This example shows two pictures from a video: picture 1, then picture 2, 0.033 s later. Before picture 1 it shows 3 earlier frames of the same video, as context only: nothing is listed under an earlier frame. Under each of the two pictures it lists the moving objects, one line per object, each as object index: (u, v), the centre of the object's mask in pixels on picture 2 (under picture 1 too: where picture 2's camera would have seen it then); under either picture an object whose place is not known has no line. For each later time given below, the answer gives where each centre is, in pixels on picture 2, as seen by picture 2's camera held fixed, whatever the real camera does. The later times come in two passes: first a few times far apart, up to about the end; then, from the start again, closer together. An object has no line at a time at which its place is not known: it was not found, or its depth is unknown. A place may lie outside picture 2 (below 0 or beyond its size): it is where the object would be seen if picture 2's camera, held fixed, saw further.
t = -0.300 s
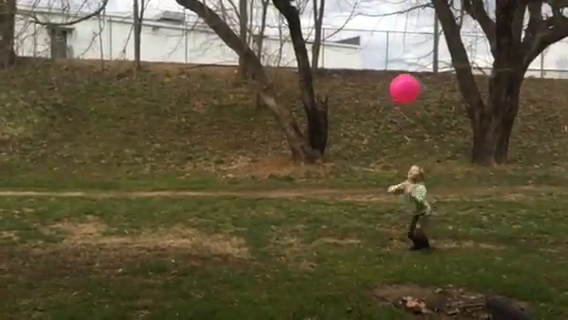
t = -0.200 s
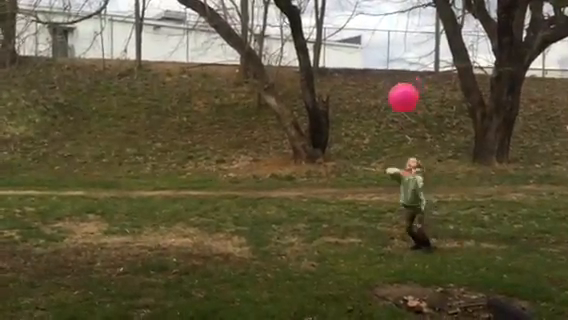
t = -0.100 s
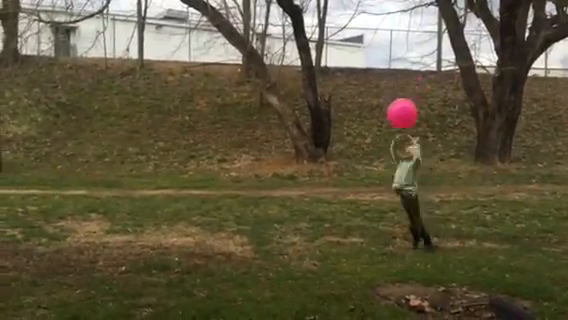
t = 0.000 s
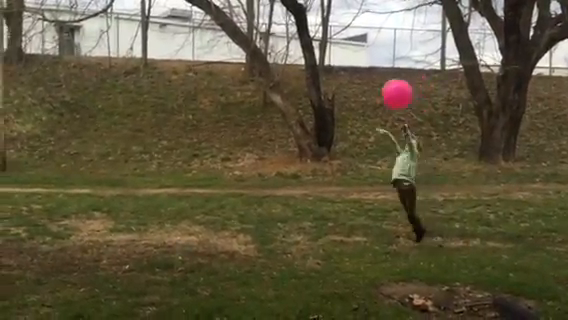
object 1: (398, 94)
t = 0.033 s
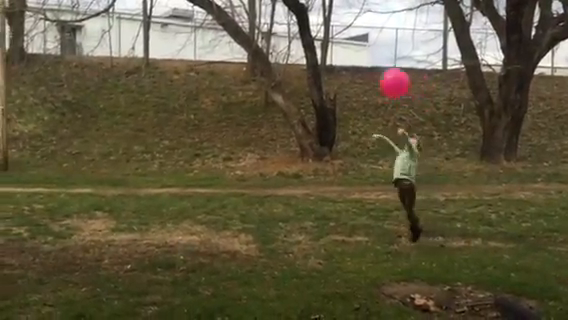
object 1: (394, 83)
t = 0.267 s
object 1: (363, 28)
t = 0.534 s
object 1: (324, 13)
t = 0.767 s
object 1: (286, 38)
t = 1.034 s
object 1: (237, 126)
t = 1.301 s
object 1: (180, 254)
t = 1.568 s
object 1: (174, 175)
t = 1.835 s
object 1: (166, 153)
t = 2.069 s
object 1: (155, 179)
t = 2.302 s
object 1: (143, 250)
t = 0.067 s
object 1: (390, 74)
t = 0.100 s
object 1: (386, 65)
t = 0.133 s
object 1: (381, 56)
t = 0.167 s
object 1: (377, 48)
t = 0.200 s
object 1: (372, 40)
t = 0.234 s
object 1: (368, 34)
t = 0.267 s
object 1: (363, 28)
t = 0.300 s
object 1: (358, 23)
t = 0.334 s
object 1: (354, 18)
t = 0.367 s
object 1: (349, 15)
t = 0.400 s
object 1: (344, 14)
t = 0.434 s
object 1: (341, 13)
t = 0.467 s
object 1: (334, 12)
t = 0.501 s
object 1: (329, 13)
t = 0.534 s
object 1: (324, 13)
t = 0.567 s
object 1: (319, 14)
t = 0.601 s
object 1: (313, 15)
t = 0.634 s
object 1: (308, 17)
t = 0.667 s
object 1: (302, 21)
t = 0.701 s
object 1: (296, 25)
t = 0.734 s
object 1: (291, 31)
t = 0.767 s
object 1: (286, 38)
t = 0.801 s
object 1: (280, 46)
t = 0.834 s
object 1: (275, 55)
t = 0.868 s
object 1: (269, 65)
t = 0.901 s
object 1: (262, 75)
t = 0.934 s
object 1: (256, 86)
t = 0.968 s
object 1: (249, 99)
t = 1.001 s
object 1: (243, 111)
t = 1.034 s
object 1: (237, 126)
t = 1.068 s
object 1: (230, 141)
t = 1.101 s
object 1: (222, 157)
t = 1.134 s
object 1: (215, 173)
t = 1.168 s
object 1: (207, 191)
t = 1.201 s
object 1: (199, 209)
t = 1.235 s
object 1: (190, 228)
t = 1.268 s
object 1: (183, 248)
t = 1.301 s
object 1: (180, 254)
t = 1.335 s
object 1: (179, 241)
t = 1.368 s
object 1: (178, 230)
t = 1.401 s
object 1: (177, 218)
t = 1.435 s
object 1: (177, 208)
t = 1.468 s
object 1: (177, 198)
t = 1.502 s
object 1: (175, 190)
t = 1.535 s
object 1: (175, 182)
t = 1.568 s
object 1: (174, 175)
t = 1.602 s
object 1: (173, 170)
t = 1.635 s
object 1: (172, 165)
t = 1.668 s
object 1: (171, 161)
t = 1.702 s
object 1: (170, 158)
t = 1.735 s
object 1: (171, 154)
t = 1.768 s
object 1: (169, 153)
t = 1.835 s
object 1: (166, 153)
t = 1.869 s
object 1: (165, 154)
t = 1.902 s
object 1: (164, 156)
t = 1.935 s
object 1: (162, 159)
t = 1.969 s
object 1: (161, 163)
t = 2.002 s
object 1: (159, 167)
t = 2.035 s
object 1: (158, 172)
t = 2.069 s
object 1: (155, 179)
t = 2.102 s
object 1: (154, 187)
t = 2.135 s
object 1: (152, 195)
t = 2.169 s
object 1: (150, 205)
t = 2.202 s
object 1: (149, 214)
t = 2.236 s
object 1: (146, 225)
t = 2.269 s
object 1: (145, 237)
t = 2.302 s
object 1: (143, 250)
